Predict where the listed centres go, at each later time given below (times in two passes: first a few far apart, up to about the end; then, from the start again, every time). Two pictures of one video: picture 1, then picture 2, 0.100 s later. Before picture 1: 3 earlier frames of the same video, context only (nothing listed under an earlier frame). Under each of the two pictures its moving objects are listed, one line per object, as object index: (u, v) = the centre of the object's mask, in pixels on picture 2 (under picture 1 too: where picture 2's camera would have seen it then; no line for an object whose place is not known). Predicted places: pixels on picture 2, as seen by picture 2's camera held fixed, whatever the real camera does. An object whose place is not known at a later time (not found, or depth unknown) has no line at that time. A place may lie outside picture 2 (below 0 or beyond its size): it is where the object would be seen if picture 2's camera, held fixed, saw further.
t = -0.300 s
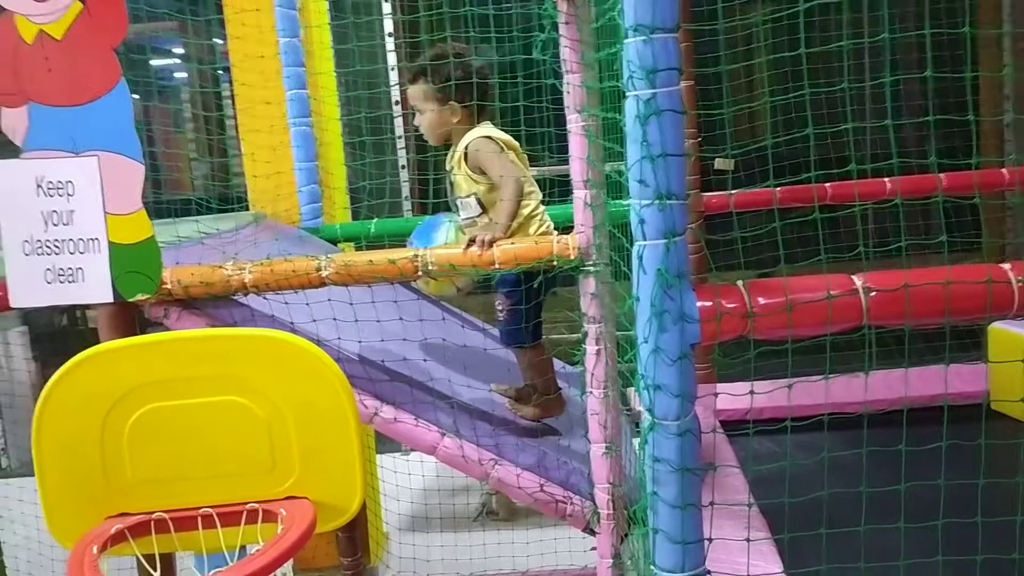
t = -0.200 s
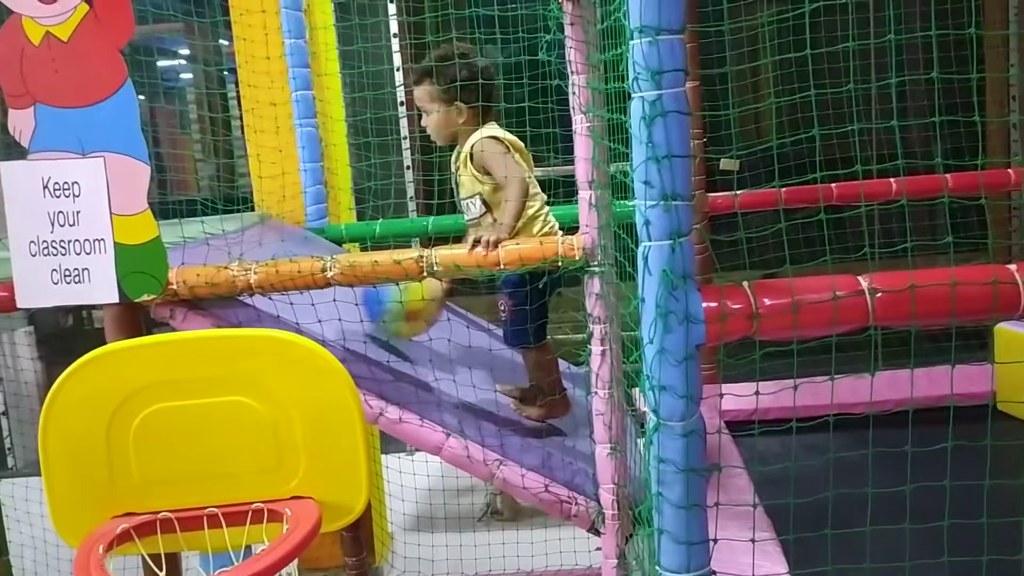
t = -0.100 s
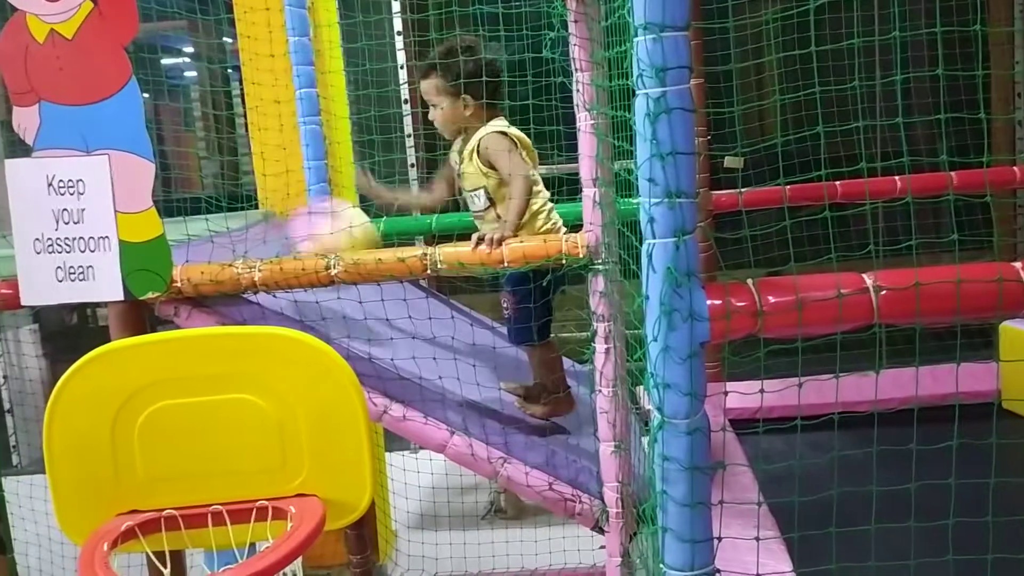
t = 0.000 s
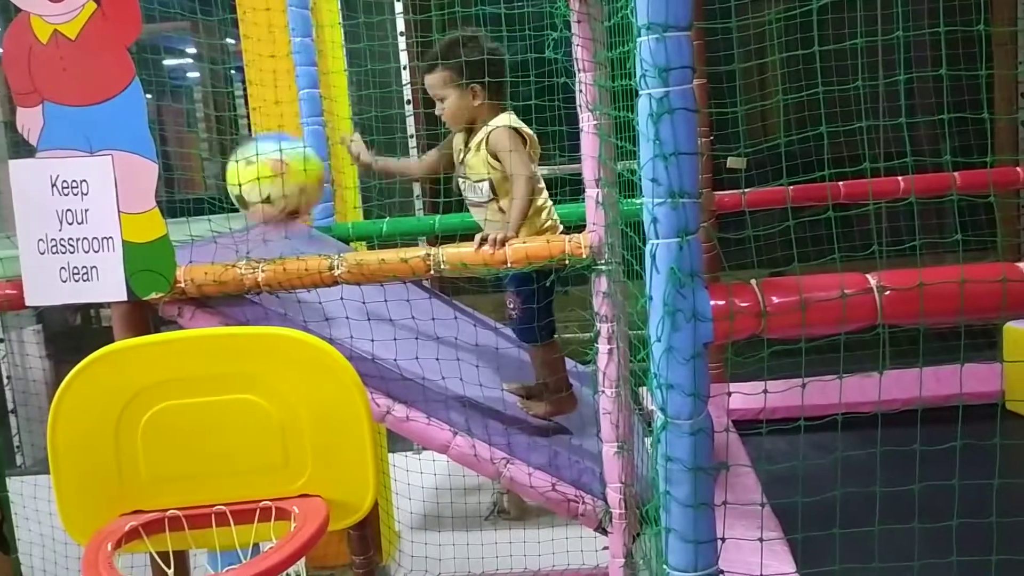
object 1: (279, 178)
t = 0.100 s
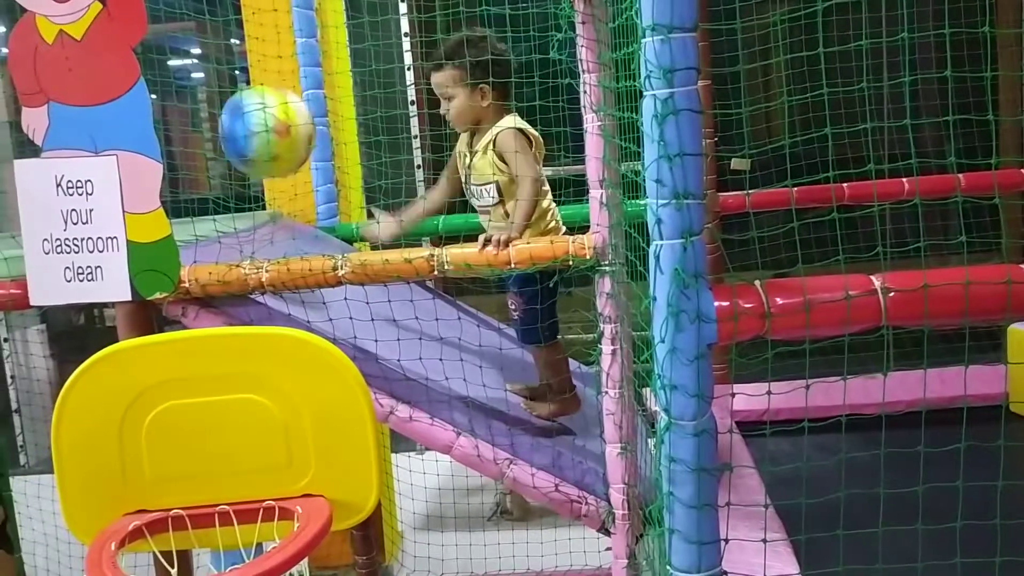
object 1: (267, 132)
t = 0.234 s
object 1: (266, 127)
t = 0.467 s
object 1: (289, 211)
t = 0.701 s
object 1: (390, 194)
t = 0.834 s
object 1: (451, 288)
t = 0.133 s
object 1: (265, 124)
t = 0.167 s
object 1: (265, 121)
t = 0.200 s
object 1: (266, 122)
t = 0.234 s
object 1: (266, 127)
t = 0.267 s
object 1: (266, 134)
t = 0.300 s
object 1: (268, 150)
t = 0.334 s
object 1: (268, 163)
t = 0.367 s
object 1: (270, 189)
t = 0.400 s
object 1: (272, 217)
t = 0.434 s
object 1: (277, 225)
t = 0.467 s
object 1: (289, 211)
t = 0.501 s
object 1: (303, 195)
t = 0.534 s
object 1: (315, 186)
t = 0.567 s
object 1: (332, 178)
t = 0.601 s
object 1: (345, 176)
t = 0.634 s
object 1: (360, 179)
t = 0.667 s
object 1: (374, 183)
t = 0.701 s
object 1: (390, 194)
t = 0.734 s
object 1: (402, 205)
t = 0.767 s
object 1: (416, 215)
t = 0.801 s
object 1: (431, 226)
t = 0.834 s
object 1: (451, 288)
